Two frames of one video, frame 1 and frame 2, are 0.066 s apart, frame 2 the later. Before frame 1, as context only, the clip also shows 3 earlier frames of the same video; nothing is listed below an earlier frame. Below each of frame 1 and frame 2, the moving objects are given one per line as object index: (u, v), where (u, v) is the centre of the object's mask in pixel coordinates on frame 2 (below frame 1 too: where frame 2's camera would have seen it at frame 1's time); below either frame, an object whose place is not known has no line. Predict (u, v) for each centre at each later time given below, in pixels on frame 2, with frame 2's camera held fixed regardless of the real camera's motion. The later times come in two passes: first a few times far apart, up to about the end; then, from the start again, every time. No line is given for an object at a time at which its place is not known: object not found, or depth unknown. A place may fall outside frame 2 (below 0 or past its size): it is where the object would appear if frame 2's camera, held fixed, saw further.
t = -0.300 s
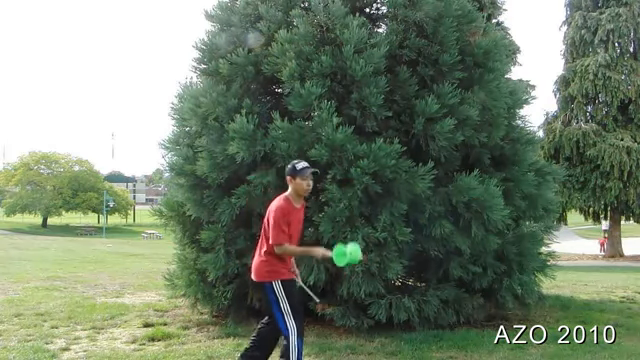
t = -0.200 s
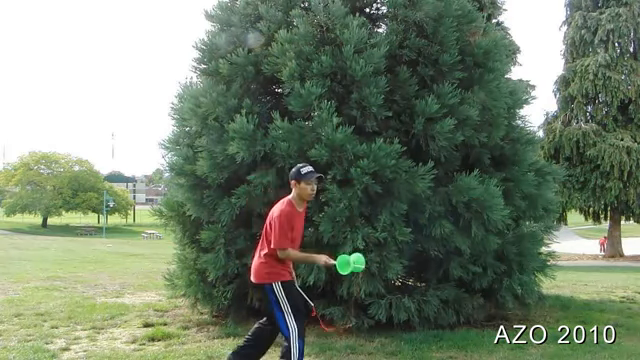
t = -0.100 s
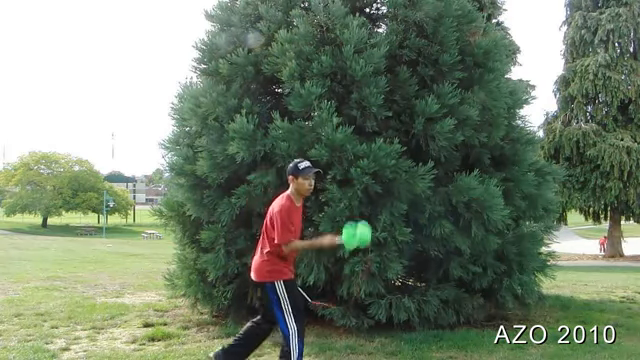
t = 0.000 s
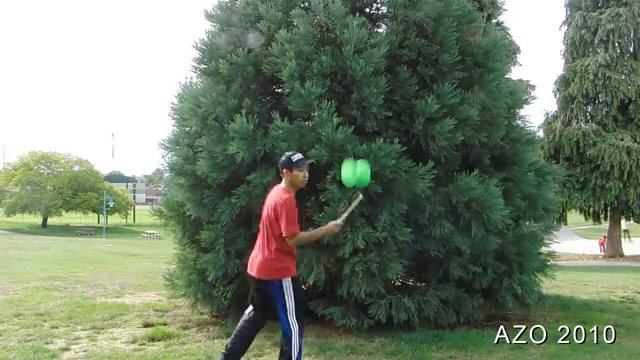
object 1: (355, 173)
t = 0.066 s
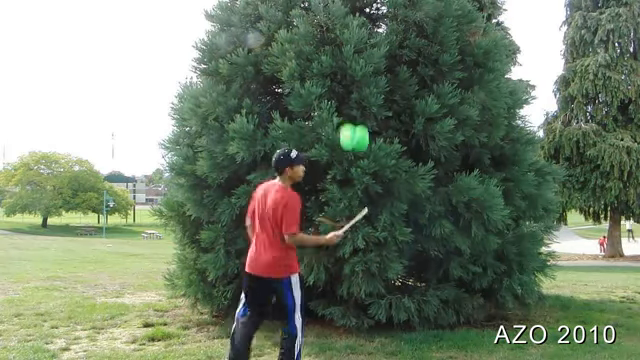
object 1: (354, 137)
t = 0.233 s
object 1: (351, 80)
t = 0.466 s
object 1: (349, 69)
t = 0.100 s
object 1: (353, 122)
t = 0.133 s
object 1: (353, 109)
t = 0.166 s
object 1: (352, 98)
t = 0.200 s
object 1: (352, 88)
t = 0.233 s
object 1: (351, 80)
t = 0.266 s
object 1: (351, 73)
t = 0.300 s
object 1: (351, 68)
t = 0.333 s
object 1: (350, 65)
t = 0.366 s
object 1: (350, 64)
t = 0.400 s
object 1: (350, 64)
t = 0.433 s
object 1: (349, 65)
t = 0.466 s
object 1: (349, 69)
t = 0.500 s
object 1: (349, 74)
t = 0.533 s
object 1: (349, 80)
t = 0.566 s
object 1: (348, 89)
